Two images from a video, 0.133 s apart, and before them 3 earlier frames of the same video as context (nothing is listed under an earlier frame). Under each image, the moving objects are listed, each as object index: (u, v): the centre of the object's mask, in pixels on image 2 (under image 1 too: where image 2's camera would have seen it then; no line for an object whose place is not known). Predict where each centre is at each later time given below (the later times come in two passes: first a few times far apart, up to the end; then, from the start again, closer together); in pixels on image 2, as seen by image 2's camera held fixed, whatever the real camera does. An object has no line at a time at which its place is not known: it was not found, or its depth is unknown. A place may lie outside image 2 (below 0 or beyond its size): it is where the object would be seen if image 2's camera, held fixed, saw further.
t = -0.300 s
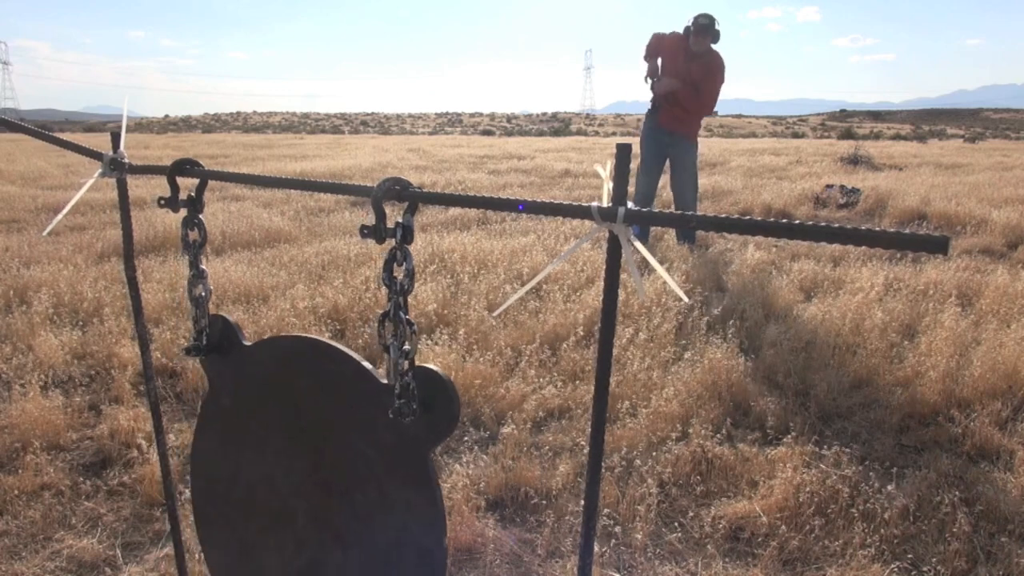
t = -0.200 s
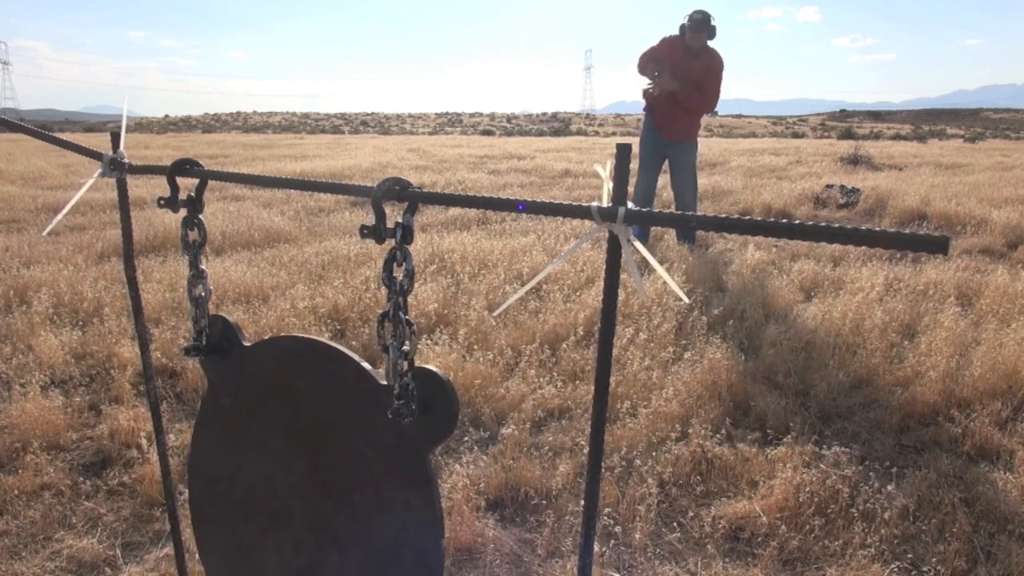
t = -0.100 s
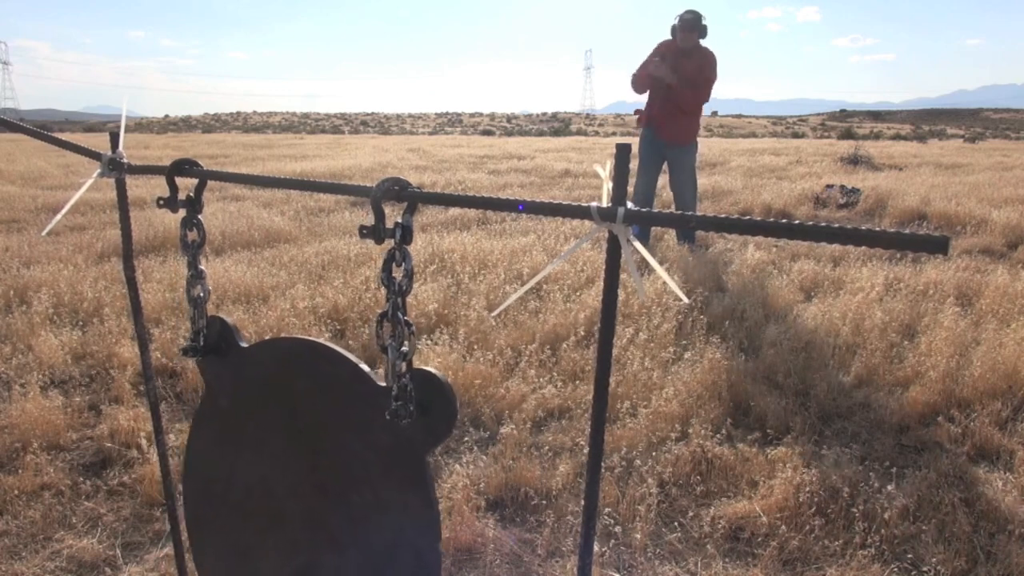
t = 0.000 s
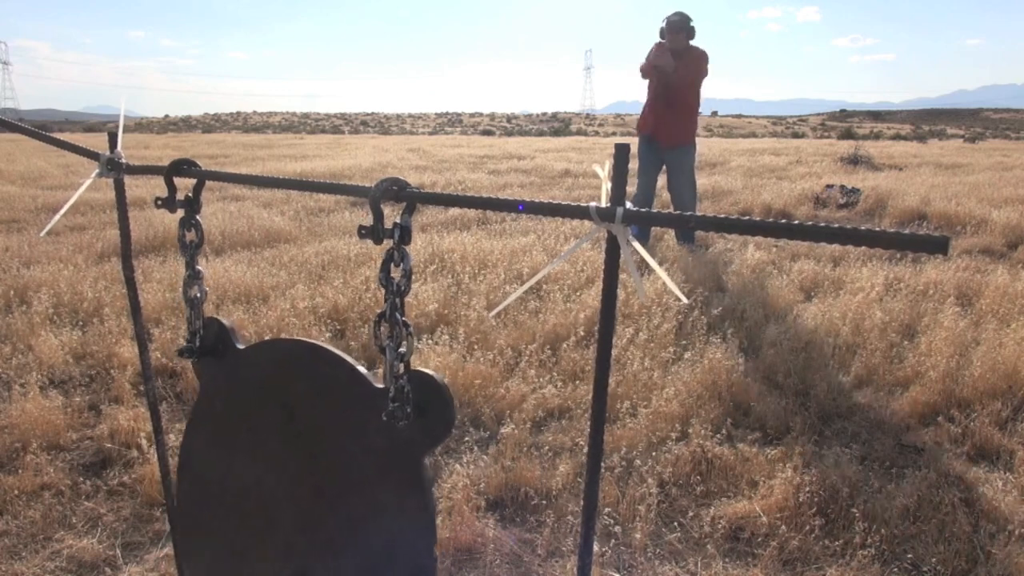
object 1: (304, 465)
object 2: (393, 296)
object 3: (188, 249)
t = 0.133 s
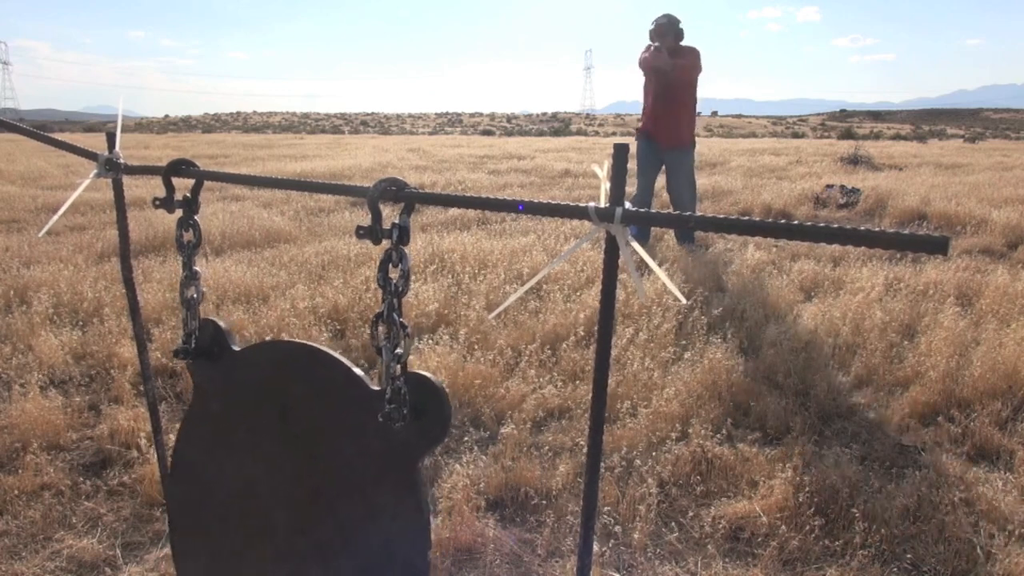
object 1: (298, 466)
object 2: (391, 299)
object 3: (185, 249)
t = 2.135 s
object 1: (281, 469)
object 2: (380, 305)
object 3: (176, 253)
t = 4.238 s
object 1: (320, 462)
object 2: (398, 299)
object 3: (194, 246)
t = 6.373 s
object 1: (297, 466)
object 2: (390, 300)
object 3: (185, 249)
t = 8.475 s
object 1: (307, 464)
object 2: (394, 299)
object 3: (189, 248)
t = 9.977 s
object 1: (300, 466)
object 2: (391, 299)
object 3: (186, 249)
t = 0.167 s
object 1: (297, 466)
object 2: (390, 299)
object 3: (185, 249)
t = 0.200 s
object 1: (296, 466)
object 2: (390, 299)
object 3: (185, 249)
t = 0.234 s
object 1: (295, 466)
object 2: (390, 299)
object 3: (184, 249)
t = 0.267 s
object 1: (295, 466)
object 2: (390, 299)
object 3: (184, 249)
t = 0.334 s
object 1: (286, 466)
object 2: (377, 302)
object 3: (181, 253)
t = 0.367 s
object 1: (282, 467)
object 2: (368, 309)
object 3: (178, 255)
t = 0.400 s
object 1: (280, 468)
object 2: (361, 309)
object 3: (174, 254)
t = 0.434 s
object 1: (280, 469)
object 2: (357, 312)
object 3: (173, 252)
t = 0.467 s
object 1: (281, 469)
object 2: (358, 309)
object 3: (176, 253)
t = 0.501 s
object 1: (283, 469)
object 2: (367, 305)
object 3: (181, 257)
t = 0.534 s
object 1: (284, 468)
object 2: (378, 304)
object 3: (186, 258)
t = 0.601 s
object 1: (286, 463)
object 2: (393, 296)
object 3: (191, 249)
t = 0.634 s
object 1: (282, 469)
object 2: (387, 299)
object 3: (188, 251)
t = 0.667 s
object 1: (279, 470)
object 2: (385, 303)
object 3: (186, 249)
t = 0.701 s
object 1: (275, 469)
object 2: (378, 301)
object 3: (184, 254)
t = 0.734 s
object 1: (272, 469)
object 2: (374, 304)
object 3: (181, 257)
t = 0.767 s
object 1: (270, 469)
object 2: (371, 304)
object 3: (178, 258)
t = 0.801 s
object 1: (269, 469)
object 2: (367, 302)
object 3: (173, 260)
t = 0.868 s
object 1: (273, 469)
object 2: (369, 309)
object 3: (168, 259)
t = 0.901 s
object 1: (279, 469)
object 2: (375, 306)
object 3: (171, 255)
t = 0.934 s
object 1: (283, 468)
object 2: (379, 304)
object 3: (175, 252)
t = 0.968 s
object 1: (288, 467)
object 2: (385, 303)
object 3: (179, 256)
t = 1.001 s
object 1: (294, 466)
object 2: (390, 303)
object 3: (182, 256)
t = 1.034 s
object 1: (299, 465)
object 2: (396, 297)
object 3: (184, 256)
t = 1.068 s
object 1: (304, 465)
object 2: (399, 297)
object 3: (187, 254)
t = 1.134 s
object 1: (312, 464)
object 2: (398, 296)
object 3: (190, 247)
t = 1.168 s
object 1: (315, 463)
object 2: (396, 295)
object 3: (191, 249)
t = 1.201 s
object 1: (318, 462)
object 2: (394, 294)
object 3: (192, 250)
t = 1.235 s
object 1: (321, 462)
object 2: (393, 295)
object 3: (194, 251)
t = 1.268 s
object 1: (325, 461)
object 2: (394, 298)
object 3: (195, 250)
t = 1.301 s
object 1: (328, 461)
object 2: (396, 299)
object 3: (198, 249)
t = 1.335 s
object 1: (331, 461)
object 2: (399, 299)
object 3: (200, 245)
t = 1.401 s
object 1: (334, 460)
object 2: (405, 297)
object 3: (205, 249)
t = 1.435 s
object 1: (334, 460)
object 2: (408, 294)
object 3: (207, 249)
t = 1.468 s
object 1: (333, 460)
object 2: (409, 292)
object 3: (208, 249)
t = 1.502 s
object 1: (332, 460)
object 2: (409, 291)
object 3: (207, 249)
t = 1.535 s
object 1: (331, 460)
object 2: (408, 290)
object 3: (206, 248)
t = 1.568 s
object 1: (328, 460)
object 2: (405, 291)
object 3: (203, 245)
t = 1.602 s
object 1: (325, 461)
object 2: (402, 294)
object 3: (200, 246)
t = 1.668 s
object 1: (318, 463)
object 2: (396, 298)
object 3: (194, 250)
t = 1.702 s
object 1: (314, 463)
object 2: (393, 300)
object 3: (192, 251)
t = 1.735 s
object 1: (310, 464)
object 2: (392, 301)
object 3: (190, 250)
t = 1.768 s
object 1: (307, 464)
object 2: (392, 301)
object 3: (190, 248)
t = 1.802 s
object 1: (303, 465)
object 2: (392, 302)
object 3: (188, 248)
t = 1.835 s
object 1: (300, 465)
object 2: (392, 302)
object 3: (187, 250)
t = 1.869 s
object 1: (297, 466)
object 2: (392, 300)
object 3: (186, 252)
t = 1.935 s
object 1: (290, 467)
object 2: (391, 298)
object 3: (184, 249)
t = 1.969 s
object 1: (287, 467)
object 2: (389, 299)
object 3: (183, 250)
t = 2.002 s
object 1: (285, 468)
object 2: (387, 300)
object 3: (181, 251)
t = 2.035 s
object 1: (283, 468)
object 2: (384, 303)
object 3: (179, 253)
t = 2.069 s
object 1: (281, 469)
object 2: (382, 303)
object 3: (177, 255)
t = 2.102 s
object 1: (281, 469)
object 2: (380, 305)
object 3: (176, 254)
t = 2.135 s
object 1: (281, 469)
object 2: (380, 305)
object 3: (176, 253)
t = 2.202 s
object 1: (283, 469)
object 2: (382, 304)
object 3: (178, 251)
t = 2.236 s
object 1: (285, 469)
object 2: (384, 304)
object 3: (180, 251)
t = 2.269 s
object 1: (287, 468)
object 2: (385, 302)
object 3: (181, 251)
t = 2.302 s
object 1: (290, 468)
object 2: (386, 302)
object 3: (183, 250)
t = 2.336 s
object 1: (292, 467)
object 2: (388, 301)
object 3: (184, 250)
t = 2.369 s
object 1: (294, 467)
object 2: (389, 301)
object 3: (185, 250)
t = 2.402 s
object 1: (297, 466)
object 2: (389, 300)
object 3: (186, 249)
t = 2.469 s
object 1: (302, 465)
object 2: (389, 300)
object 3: (186, 251)
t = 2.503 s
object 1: (305, 465)
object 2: (390, 301)
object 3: (186, 251)
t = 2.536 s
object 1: (308, 464)
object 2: (391, 300)
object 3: (187, 249)
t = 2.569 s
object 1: (311, 463)
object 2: (393, 299)
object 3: (189, 248)
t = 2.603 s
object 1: (314, 463)
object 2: (395, 298)
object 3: (191, 248)
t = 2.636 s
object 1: (317, 462)
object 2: (397, 297)
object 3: (193, 248)
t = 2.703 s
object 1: (321, 461)
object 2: (400, 294)
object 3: (195, 246)
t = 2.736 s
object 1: (323, 461)
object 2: (401, 293)
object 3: (196, 246)
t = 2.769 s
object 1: (324, 460)
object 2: (401, 293)
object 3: (197, 246)
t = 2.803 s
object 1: (324, 460)
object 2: (401, 293)
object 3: (197, 246)
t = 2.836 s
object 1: (324, 460)
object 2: (400, 295)
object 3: (197, 246)
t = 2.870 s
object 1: (324, 460)
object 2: (399, 296)
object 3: (196, 246)
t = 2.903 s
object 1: (323, 461)
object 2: (399, 297)
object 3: (195, 246)
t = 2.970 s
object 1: (320, 462)
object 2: (398, 298)
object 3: (194, 247)
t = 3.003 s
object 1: (319, 462)
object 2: (398, 299)
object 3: (194, 247)
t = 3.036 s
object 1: (317, 462)
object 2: (398, 298)
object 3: (194, 247)
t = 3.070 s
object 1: (314, 463)
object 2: (398, 297)
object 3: (193, 247)
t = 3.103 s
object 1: (312, 463)
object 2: (398, 297)
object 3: (192, 248)
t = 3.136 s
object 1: (309, 464)
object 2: (397, 296)
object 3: (192, 247)
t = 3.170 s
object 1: (306, 465)
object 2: (396, 296)
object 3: (190, 249)
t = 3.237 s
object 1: (299, 466)
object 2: (392, 298)
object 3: (187, 250)
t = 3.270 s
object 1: (297, 466)
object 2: (391, 300)
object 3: (185, 250)
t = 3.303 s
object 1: (294, 467)
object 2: (389, 302)
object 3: (183, 250)
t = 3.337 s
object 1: (291, 467)
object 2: (388, 302)
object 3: (182, 250)
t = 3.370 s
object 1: (289, 467)
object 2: (387, 304)
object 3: (181, 250)
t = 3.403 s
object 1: (288, 468)
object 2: (386, 304)
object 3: (181, 250)
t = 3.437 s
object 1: (287, 468)
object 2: (386, 304)
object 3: (180, 250)
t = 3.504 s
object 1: (286, 468)
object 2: (386, 302)
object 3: (181, 250)
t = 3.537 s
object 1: (286, 468)
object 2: (386, 302)
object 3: (181, 250)
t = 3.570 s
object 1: (287, 468)
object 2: (386, 302)
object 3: (181, 250)
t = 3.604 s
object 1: (287, 468)
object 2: (387, 302)
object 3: (181, 250)
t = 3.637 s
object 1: (289, 468)
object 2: (387, 302)
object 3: (182, 251)
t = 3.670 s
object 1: (290, 467)
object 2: (387, 302)
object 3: (182, 250)
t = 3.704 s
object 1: (292, 467)
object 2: (388, 302)
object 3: (182, 250)
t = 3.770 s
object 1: (297, 466)
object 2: (389, 302)
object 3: (184, 249)
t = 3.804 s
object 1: (299, 466)
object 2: (390, 301)
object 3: (185, 249)
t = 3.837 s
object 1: (302, 466)
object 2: (391, 301)
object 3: (187, 248)
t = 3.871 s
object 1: (305, 465)
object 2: (392, 300)
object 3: (188, 248)
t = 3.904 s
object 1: (308, 464)
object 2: (393, 299)
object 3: (189, 248)
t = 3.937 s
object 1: (311, 463)
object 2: (395, 298)
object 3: (191, 247)
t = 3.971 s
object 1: (313, 463)
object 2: (396, 297)
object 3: (192, 246)
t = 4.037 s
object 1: (317, 462)
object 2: (397, 297)
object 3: (193, 247)
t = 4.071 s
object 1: (318, 462)
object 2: (397, 297)
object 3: (193, 247)
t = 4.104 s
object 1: (319, 462)
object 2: (397, 297)
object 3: (193, 246)
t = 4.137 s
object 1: (320, 462)
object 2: (397, 298)
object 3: (193, 247)
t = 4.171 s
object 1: (320, 462)
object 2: (398, 299)
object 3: (193, 246)
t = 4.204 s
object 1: (320, 462)
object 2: (398, 299)
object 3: (193, 246)
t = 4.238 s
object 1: (320, 462)
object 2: (398, 299)
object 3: (194, 246)
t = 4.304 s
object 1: (318, 462)
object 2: (398, 297)
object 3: (194, 247)
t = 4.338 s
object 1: (317, 462)
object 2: (398, 296)
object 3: (193, 247)
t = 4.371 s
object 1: (315, 462)
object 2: (398, 296)
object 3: (193, 247)
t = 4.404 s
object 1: (313, 463)
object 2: (397, 296)
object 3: (192, 247)
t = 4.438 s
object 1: (311, 463)
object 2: (396, 297)
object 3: (191, 247)
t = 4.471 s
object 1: (308, 464)
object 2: (395, 299)
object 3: (190, 248)
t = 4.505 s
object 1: (306, 464)
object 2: (394, 300)
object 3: (189, 248)
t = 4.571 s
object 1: (301, 466)
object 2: (392, 301)
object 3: (187, 248)
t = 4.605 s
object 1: (299, 466)
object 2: (391, 302)
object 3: (186, 248)
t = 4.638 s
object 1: (297, 466)
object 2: (391, 302)
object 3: (186, 249)
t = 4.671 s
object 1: (295, 466)
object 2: (390, 301)
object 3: (185, 249)
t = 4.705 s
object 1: (294, 467)
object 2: (390, 300)
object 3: (184, 250)
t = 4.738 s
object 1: (292, 467)
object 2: (389, 300)
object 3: (183, 250)
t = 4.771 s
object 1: (291, 467)
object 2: (389, 300)
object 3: (183, 249)
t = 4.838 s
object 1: (290, 467)
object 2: (388, 301)
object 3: (182, 250)
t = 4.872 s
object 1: (290, 467)
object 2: (388, 301)
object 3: (182, 250)
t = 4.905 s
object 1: (290, 467)
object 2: (388, 302)
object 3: (182, 250)
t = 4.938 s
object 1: (291, 467)
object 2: (388, 303)
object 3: (182, 251)
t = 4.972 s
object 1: (292, 467)
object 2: (388, 303)
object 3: (182, 250)
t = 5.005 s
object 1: (293, 467)
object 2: (389, 302)
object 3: (183, 250)
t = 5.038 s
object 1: (295, 467)
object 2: (390, 302)
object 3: (184, 250)
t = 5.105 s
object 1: (298, 466)
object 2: (391, 300)
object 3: (186, 249)
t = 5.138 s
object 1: (300, 466)
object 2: (392, 299)
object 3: (187, 249)
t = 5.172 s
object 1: (302, 466)
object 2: (393, 299)
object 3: (187, 248)
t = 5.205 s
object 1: (305, 465)
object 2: (393, 299)
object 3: (188, 249)
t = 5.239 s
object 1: (307, 464)
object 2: (394, 299)
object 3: (189, 248)
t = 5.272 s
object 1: (309, 464)
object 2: (394, 299)
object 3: (190, 248)
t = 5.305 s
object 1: (311, 463)
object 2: (394, 299)
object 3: (190, 247)
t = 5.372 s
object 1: (314, 463)
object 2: (395, 300)
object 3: (191, 246)
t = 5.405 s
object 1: (315, 462)
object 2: (396, 300)
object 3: (192, 247)
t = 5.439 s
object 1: (316, 462)
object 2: (397, 298)
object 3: (192, 247)
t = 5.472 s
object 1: (316, 462)
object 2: (397, 297)
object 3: (193, 247)
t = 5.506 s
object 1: (317, 462)
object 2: (398, 296)
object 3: (193, 247)
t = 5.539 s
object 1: (317, 462)
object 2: (397, 296)
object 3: (192, 247)
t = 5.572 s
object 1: (317, 462)
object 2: (397, 296)
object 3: (193, 247)
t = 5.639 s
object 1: (315, 462)
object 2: (397, 297)
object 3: (192, 247)
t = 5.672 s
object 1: (314, 463)
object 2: (396, 299)
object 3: (192, 247)
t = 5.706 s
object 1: (313, 463)
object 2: (396, 299)
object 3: (192, 247)
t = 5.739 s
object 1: (311, 463)
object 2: (395, 300)
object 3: (191, 247)
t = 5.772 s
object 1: (310, 464)
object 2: (395, 300)
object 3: (191, 247)
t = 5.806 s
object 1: (308, 464)
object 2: (394, 299)
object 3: (190, 248)
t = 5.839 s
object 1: (306, 464)
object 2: (394, 300)
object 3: (189, 248)
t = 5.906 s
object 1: (301, 466)
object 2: (393, 298)
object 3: (187, 249)
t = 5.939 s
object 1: (300, 466)
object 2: (392, 299)
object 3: (186, 249)
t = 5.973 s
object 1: (298, 466)
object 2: (391, 299)
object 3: (186, 249)
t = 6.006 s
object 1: (297, 466)
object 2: (391, 299)
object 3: (185, 248)
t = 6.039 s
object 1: (295, 466)
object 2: (390, 300)
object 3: (184, 249)
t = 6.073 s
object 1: (294, 466)
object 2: (389, 299)
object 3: (183, 249)
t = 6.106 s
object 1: (293, 467)
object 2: (389, 300)
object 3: (183, 249)
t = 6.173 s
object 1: (293, 467)
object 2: (389, 301)
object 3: (183, 249)
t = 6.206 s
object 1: (293, 467)
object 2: (389, 301)
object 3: (183, 249)
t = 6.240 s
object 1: (293, 467)
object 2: (389, 299)
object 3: (184, 249)
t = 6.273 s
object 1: (293, 467)
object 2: (389, 299)
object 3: (184, 249)
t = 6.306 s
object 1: (294, 466)
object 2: (390, 298)
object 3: (184, 249)
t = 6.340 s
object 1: (296, 466)
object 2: (390, 300)
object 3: (185, 250)
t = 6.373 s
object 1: (297, 466)
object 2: (390, 300)
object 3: (185, 249)
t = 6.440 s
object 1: (299, 466)
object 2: (391, 299)
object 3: (186, 249)
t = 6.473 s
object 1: (301, 466)
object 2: (392, 298)
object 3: (187, 249)
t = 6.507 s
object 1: (303, 465)
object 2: (392, 300)
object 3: (187, 249)
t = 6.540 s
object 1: (305, 465)
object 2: (393, 299)
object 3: (188, 248)
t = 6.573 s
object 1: (307, 464)
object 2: (393, 299)
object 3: (189, 248)
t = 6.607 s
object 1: (309, 464)
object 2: (394, 298)
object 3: (190, 248)
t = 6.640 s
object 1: (310, 464)
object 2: (395, 297)
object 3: (190, 248)
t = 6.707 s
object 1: (313, 463)
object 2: (396, 297)
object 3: (191, 247)
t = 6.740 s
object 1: (314, 463)
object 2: (396, 297)
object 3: (192, 247)
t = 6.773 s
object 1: (315, 463)
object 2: (396, 297)
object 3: (192, 247)
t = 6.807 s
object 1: (315, 462)
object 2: (396, 298)
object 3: (192, 247)
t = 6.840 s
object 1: (315, 462)
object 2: (396, 299)
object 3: (192, 247)
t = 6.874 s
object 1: (315, 462)
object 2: (396, 299)
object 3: (192, 247)
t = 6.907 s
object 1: (315, 462)
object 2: (396, 299)
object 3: (192, 247)
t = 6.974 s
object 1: (314, 463)
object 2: (396, 297)
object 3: (192, 247)
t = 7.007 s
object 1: (313, 463)
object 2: (396, 297)
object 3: (192, 247)
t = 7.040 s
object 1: (312, 463)
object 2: (396, 297)
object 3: (191, 247)
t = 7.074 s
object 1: (311, 463)
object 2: (395, 297)
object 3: (191, 247)
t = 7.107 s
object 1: (309, 464)
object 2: (395, 297)
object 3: (190, 248)
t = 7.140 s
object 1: (307, 464)
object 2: (394, 298)
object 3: (190, 248)
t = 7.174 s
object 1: (306, 464)
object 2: (393, 299)
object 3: (189, 248)
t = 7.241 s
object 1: (301, 466)
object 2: (392, 299)
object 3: (187, 248)
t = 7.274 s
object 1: (300, 466)
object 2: (391, 299)
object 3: (186, 249)
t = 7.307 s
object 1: (299, 466)
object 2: (391, 299)
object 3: (186, 249)
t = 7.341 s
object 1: (297, 466)
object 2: (391, 299)
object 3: (185, 249)
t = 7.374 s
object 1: (296, 466)
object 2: (390, 299)
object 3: (185, 250)
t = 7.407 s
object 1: (295, 466)
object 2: (390, 298)
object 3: (184, 249)
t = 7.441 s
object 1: (295, 466)
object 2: (390, 298)
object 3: (184, 249)
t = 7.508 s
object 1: (294, 466)
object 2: (390, 298)
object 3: (184, 249)
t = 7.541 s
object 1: (294, 466)
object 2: (390, 298)
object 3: (184, 249)
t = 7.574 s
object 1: (294, 466)
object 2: (390, 298)
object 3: (184, 249)
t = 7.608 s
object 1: (295, 466)
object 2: (390, 301)
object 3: (184, 249)
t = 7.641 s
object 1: (296, 466)
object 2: (390, 299)
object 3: (185, 249)
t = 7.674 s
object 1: (297, 466)
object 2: (390, 300)
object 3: (185, 249)
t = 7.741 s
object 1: (299, 466)
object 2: (391, 299)
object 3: (186, 249)
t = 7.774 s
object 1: (300, 466)
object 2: (392, 299)
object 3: (187, 249)
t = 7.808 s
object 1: (302, 466)
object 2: (392, 298)
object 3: (187, 248)
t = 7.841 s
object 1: (304, 465)
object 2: (393, 298)
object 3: (188, 248)
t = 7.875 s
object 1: (305, 464)
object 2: (393, 298)
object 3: (188, 248)
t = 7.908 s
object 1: (307, 464)
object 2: (394, 298)
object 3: (189, 248)
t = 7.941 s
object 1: (309, 464)
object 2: (394, 297)
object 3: (190, 248)
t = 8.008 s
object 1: (312, 463)
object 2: (395, 298)
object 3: (191, 247)
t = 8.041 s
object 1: (313, 463)
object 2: (395, 298)
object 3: (191, 248)
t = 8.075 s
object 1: (313, 463)
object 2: (395, 298)
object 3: (191, 247)
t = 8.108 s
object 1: (314, 463)
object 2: (396, 298)
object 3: (191, 247)
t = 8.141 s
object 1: (315, 463)
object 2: (396, 297)
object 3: (191, 247)
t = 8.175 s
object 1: (315, 462)
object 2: (396, 297)
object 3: (192, 247)
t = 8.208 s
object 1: (315, 462)
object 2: (397, 296)
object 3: (192, 247)
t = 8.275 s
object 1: (314, 463)
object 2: (396, 296)
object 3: (192, 247)
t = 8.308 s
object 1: (313, 463)
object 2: (396, 296)
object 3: (191, 247)
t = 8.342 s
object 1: (312, 463)
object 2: (396, 297)
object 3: (191, 248)
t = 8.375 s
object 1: (312, 463)
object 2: (396, 297)
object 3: (191, 248)
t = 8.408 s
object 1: (310, 464)
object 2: (395, 298)
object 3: (190, 247)
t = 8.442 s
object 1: (309, 464)
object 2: (394, 299)
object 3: (190, 248)
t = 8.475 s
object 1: (307, 464)
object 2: (394, 299)
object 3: (189, 248)
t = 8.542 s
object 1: (303, 465)
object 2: (393, 298)
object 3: (188, 248)
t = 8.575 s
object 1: (301, 465)
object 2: (392, 297)
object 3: (187, 249)
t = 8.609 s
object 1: (300, 466)
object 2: (392, 297)
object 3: (187, 249)
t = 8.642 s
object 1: (299, 466)
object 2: (391, 298)
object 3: (186, 249)
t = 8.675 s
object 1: (298, 466)
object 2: (391, 298)
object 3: (185, 249)
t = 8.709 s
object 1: (297, 466)
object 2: (390, 298)
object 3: (185, 250)
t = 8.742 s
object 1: (296, 466)
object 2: (390, 299)
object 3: (184, 250)
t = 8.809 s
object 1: (295, 466)
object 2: (390, 300)
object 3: (184, 249)
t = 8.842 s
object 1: (295, 466)
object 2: (390, 301)
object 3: (184, 250)
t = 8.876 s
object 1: (295, 466)
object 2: (390, 300)
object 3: (184, 250)
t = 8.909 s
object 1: (295, 466)
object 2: (390, 300)
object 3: (184, 250)
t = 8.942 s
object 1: (296, 466)
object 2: (390, 300)
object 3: (184, 250)
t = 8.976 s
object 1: (296, 466)
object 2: (390, 299)
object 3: (185, 250)
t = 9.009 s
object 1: (297, 466)
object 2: (391, 299)
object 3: (185, 250)
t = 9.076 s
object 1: (299, 466)
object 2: (391, 298)
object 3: (186, 250)
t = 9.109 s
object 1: (301, 466)
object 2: (392, 298)
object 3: (187, 250)
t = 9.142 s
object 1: (302, 466)
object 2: (392, 299)
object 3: (187, 249)
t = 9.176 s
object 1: (304, 465)
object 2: (393, 299)
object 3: (188, 249)
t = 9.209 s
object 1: (306, 465)
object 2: (393, 299)
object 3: (188, 249)
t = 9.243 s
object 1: (307, 464)
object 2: (393, 299)
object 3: (189, 248)
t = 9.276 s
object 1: (308, 464)
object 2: (394, 299)
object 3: (189, 249)
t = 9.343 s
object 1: (311, 463)
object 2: (395, 297)
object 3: (191, 248)
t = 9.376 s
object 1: (312, 463)
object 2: (395, 297)
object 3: (191, 248)
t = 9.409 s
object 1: (313, 463)
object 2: (396, 297)
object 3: (191, 248)
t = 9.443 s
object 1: (313, 463)
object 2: (396, 296)
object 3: (191, 247)
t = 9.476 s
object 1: (314, 463)
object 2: (396, 297)
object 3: (191, 247)
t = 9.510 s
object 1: (314, 463)
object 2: (396, 297)
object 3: (191, 247)
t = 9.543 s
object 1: (314, 463)
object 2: (396, 297)
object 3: (191, 247)
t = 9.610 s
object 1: (314, 463)
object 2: (396, 298)
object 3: (191, 248)
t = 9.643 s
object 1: (313, 463)
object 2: (396, 297)
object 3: (191, 248)
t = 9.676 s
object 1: (312, 463)
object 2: (396, 298)
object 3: (191, 248)
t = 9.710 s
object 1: (312, 463)
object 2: (396, 298)
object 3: (191, 248)
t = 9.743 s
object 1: (310, 464)
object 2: (395, 298)
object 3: (191, 248)
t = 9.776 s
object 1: (309, 464)
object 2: (395, 298)
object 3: (190, 248)
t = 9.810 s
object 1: (307, 464)
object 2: (394, 298)
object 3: (189, 248)
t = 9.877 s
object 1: (305, 465)
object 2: (393, 298)
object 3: (188, 249)
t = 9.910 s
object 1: (303, 465)
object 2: (393, 298)
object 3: (188, 249)
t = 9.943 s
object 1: (302, 465)
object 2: (392, 298)
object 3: (187, 250)
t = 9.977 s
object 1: (300, 466)
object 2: (391, 299)
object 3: (186, 249)
